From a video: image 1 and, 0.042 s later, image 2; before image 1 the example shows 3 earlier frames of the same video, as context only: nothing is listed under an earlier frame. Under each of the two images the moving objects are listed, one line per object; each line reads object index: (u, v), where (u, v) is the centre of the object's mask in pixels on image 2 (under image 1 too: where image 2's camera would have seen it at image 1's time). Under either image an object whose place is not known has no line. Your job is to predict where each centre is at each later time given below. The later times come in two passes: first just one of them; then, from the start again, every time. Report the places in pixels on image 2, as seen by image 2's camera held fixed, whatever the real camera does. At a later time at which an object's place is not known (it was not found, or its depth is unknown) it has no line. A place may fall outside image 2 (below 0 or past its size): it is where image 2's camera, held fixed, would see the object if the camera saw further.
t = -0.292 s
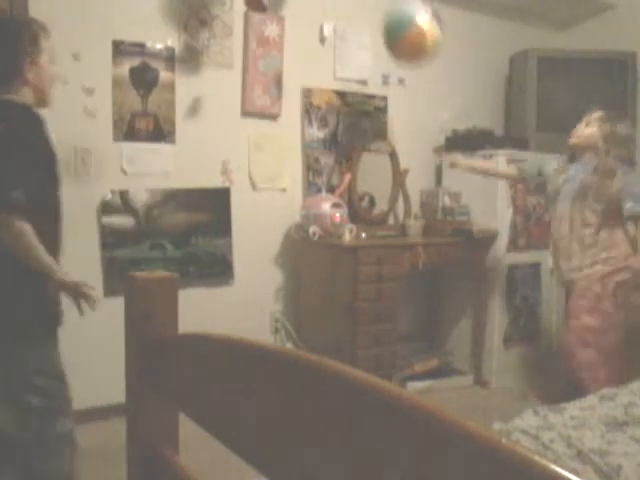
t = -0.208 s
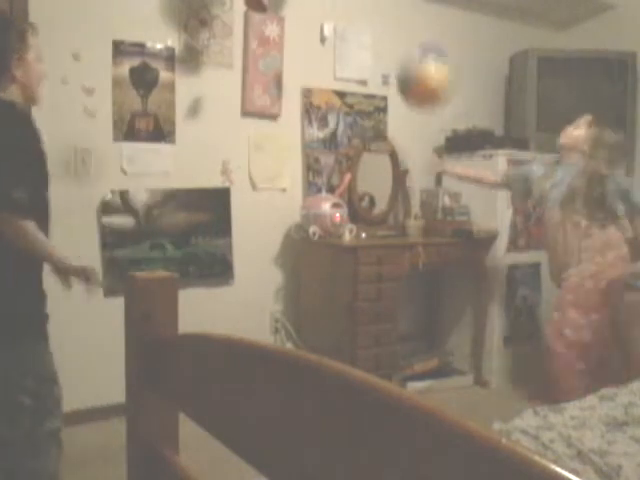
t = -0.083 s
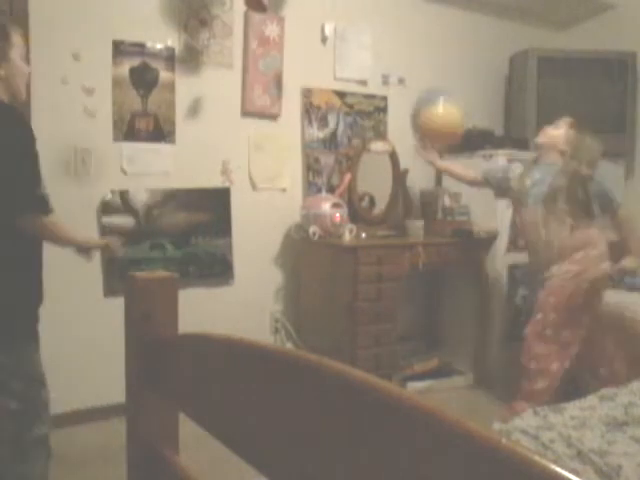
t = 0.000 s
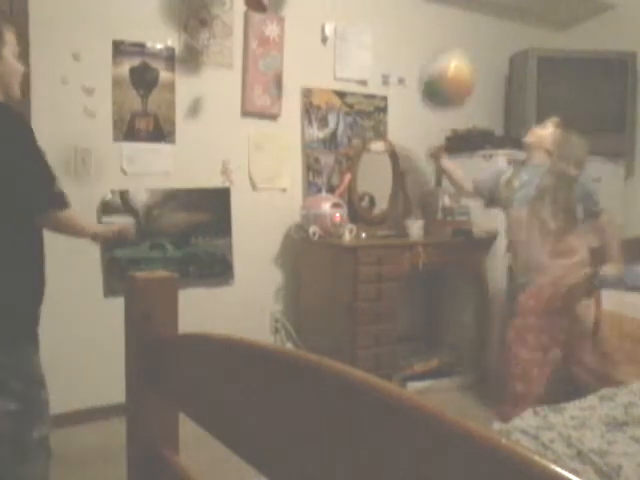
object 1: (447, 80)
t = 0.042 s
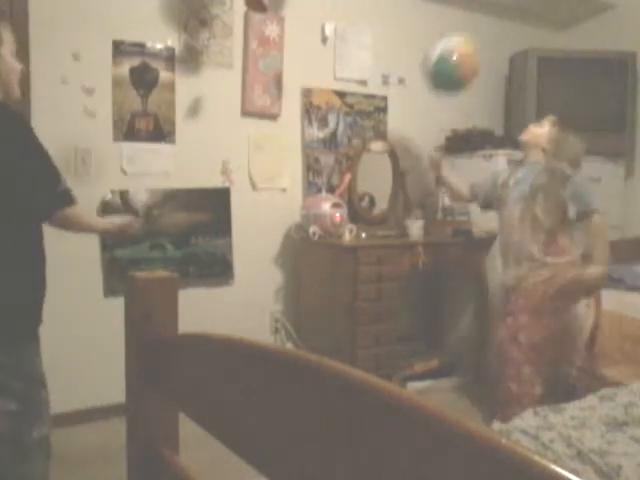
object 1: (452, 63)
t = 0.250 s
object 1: (471, 22)
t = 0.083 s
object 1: (454, 50)
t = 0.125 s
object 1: (457, 38)
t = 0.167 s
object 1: (462, 29)
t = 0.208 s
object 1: (466, 25)
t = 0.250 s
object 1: (471, 22)
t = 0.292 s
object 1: (475, 22)
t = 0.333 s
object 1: (480, 23)
